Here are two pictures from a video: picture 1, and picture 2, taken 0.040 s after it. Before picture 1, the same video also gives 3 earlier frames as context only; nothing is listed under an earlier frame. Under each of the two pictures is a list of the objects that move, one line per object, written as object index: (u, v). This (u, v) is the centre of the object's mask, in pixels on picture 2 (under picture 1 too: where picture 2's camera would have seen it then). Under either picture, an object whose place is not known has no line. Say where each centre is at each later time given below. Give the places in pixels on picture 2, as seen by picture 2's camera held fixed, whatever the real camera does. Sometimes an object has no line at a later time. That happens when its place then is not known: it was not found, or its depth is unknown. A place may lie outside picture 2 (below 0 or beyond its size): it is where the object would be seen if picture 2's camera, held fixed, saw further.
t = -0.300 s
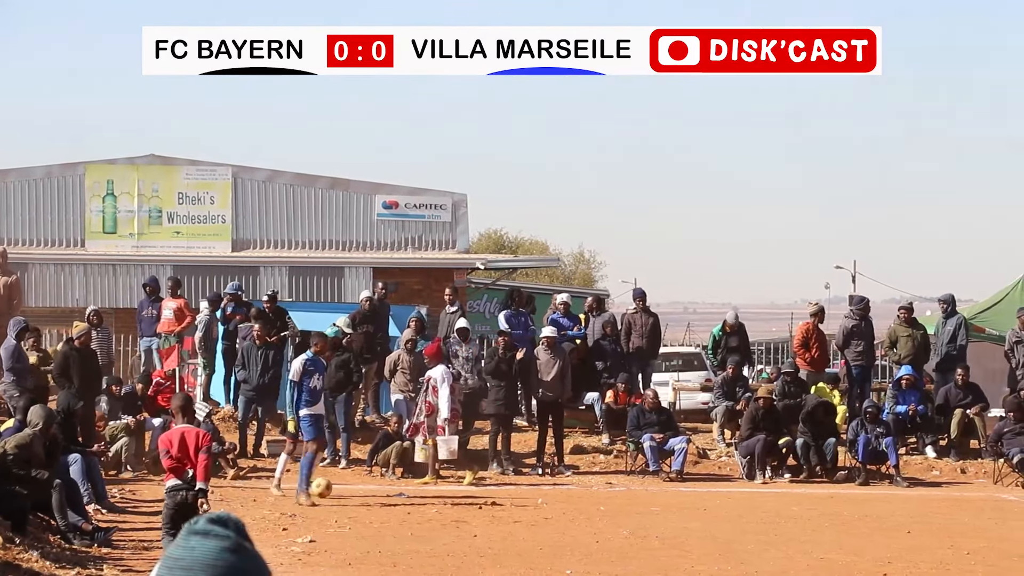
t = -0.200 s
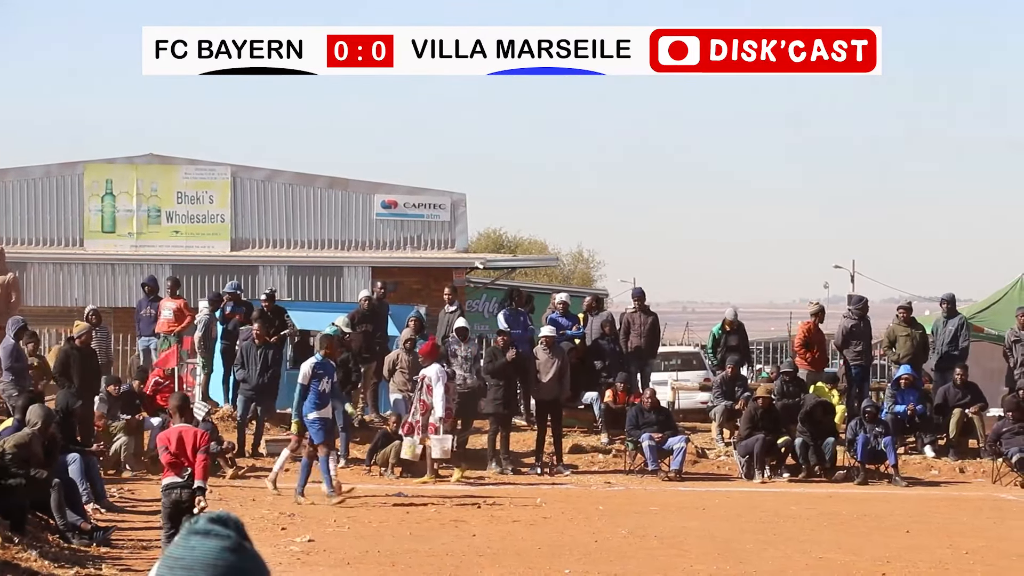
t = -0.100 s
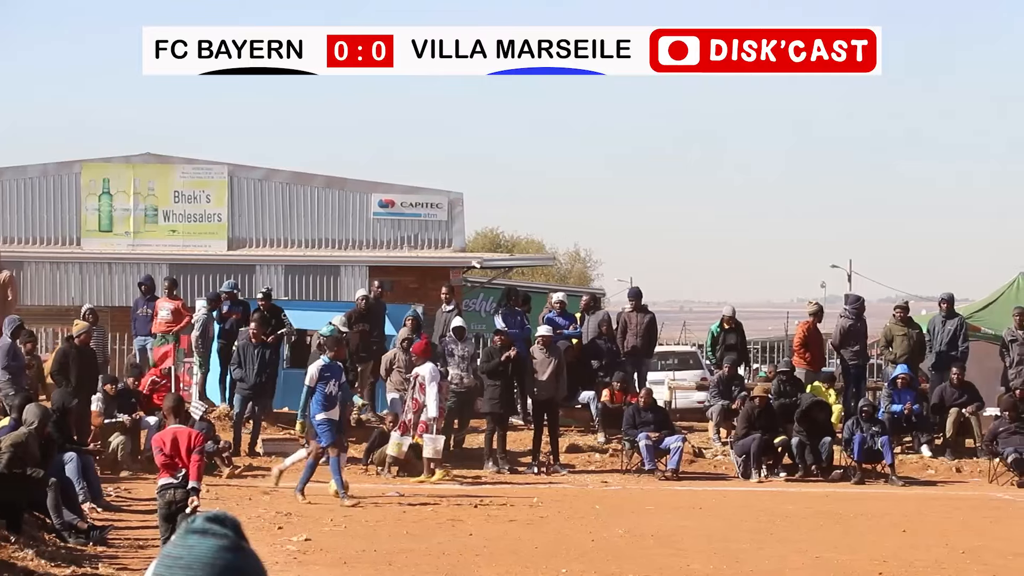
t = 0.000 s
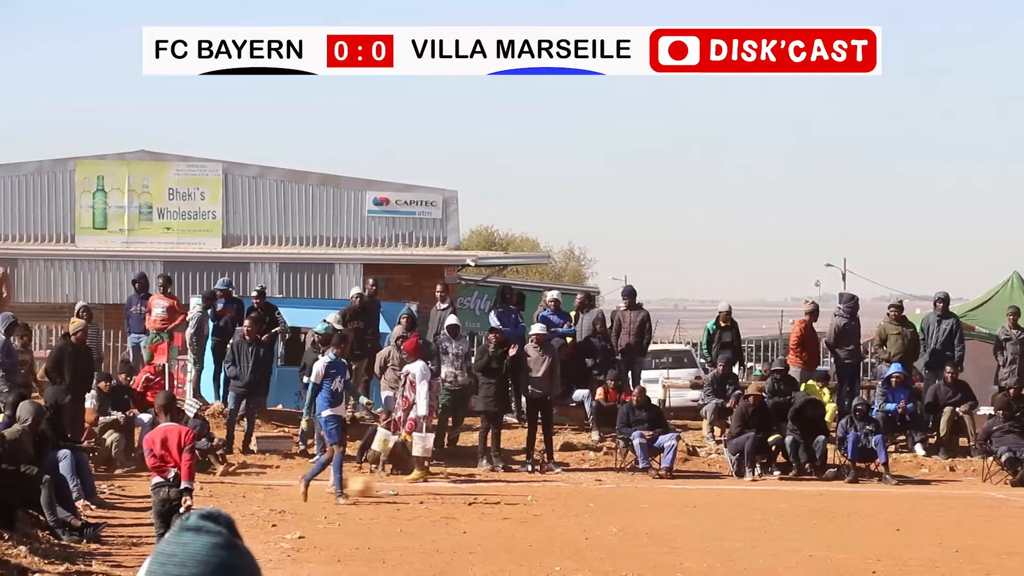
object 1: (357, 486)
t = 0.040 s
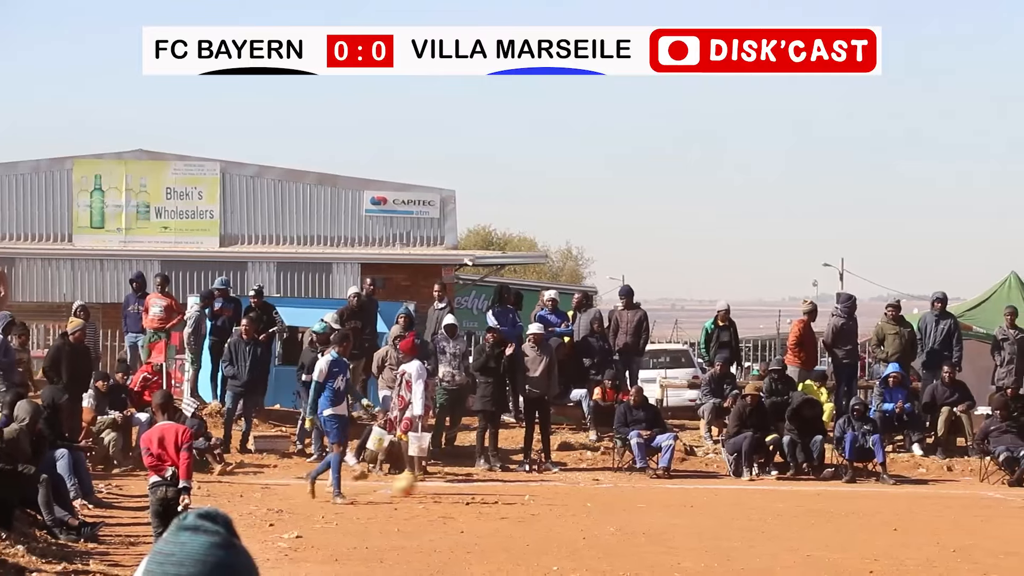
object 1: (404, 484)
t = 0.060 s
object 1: (425, 482)
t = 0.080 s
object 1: (447, 479)
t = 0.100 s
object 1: (468, 478)
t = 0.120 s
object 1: (489, 475)
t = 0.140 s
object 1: (511, 475)
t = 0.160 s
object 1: (531, 475)
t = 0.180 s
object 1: (553, 475)
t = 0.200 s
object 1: (574, 475)
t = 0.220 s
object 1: (596, 476)
